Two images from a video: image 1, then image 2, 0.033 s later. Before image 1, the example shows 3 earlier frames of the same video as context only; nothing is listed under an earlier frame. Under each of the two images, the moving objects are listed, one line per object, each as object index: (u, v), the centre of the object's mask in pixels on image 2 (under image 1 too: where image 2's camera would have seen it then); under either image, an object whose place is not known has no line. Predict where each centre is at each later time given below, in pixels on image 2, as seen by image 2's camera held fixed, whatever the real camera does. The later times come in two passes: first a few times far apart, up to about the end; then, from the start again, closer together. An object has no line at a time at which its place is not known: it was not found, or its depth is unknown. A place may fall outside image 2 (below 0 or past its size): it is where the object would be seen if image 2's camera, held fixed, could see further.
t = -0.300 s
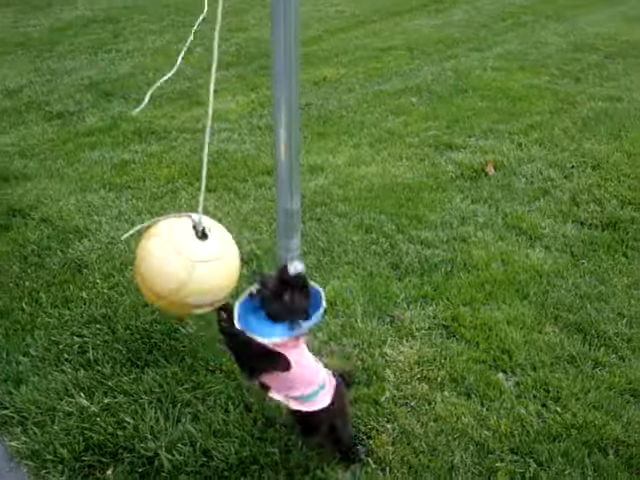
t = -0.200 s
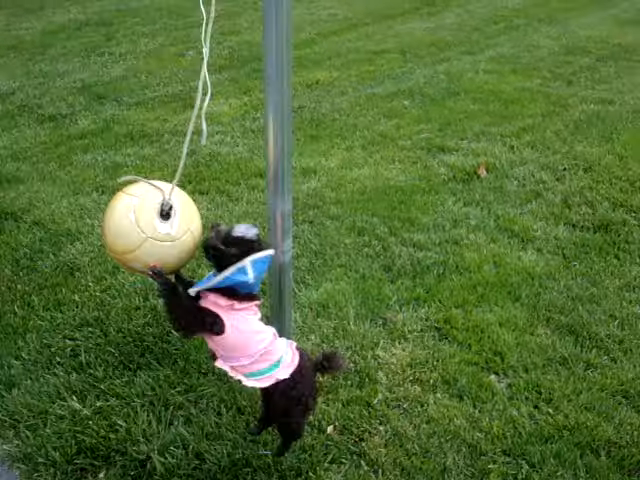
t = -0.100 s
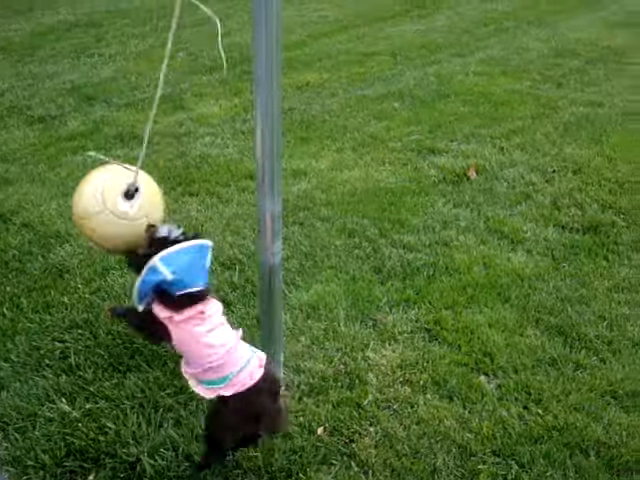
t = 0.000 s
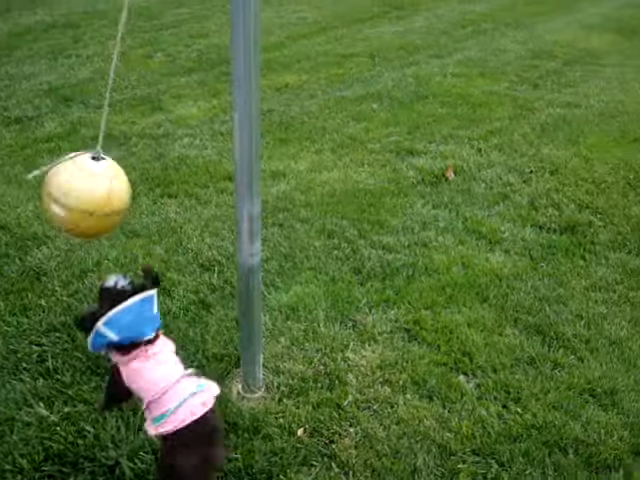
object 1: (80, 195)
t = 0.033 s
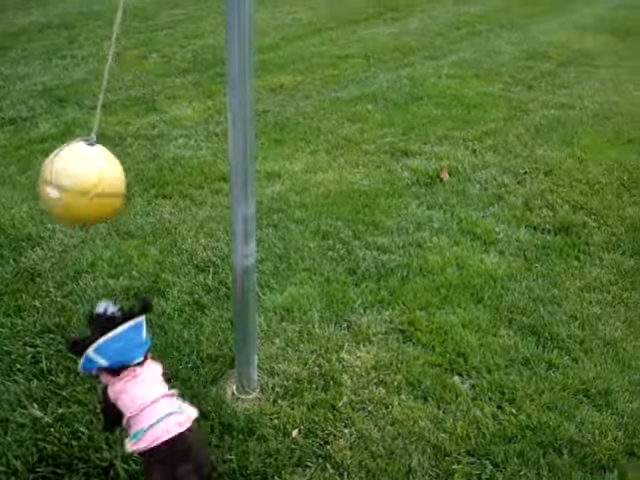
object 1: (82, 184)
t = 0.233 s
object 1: (111, 140)
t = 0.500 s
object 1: (193, 124)
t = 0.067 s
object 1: (85, 171)
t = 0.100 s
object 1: (88, 161)
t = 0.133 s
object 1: (93, 153)
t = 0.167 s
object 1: (97, 146)
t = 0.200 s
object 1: (103, 142)
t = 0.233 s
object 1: (111, 140)
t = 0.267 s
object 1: (118, 139)
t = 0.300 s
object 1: (128, 137)
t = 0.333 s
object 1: (137, 133)
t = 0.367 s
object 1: (148, 129)
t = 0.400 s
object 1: (159, 125)
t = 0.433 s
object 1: (170, 123)
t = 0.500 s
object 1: (193, 124)
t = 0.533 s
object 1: (201, 127)
